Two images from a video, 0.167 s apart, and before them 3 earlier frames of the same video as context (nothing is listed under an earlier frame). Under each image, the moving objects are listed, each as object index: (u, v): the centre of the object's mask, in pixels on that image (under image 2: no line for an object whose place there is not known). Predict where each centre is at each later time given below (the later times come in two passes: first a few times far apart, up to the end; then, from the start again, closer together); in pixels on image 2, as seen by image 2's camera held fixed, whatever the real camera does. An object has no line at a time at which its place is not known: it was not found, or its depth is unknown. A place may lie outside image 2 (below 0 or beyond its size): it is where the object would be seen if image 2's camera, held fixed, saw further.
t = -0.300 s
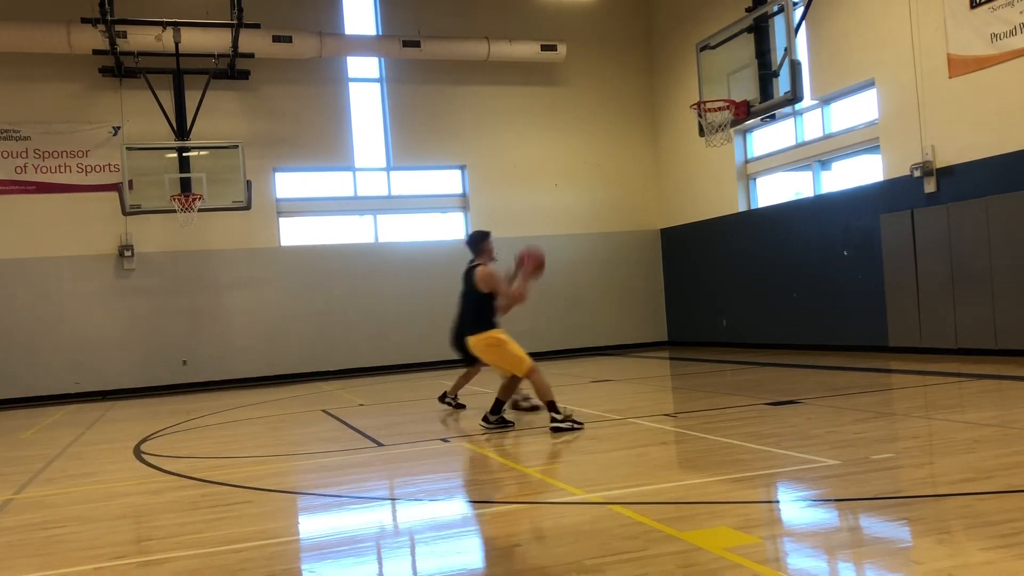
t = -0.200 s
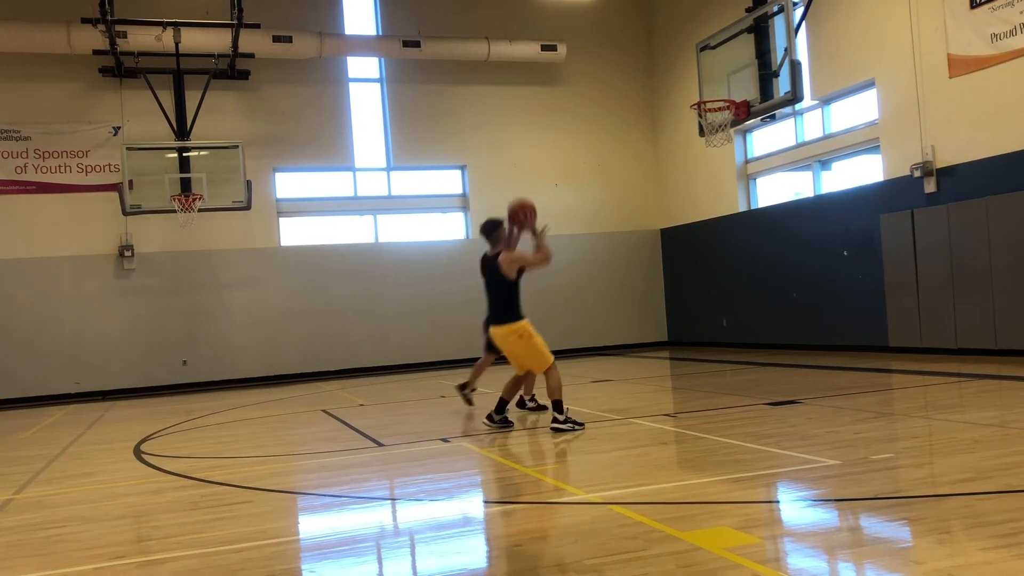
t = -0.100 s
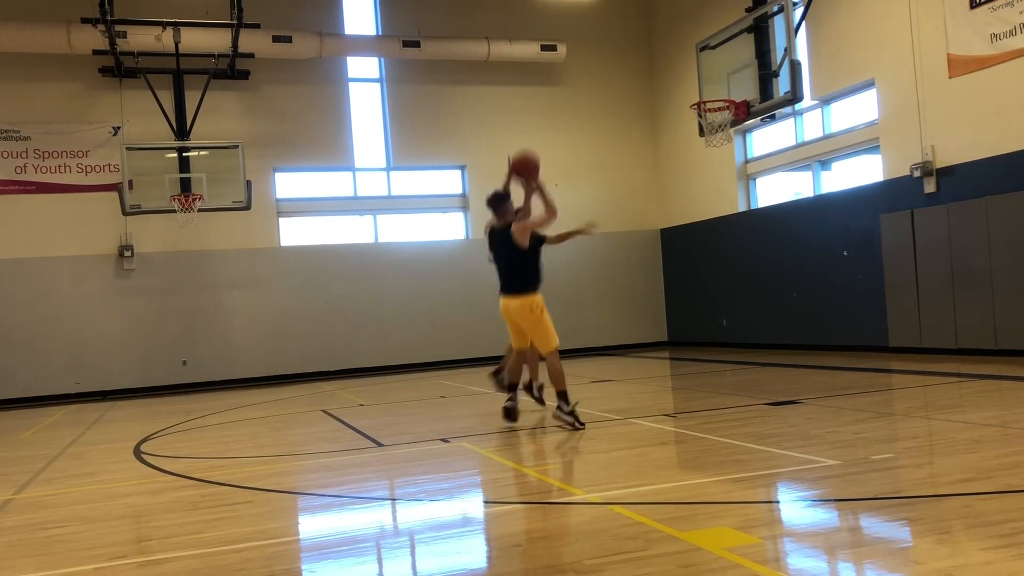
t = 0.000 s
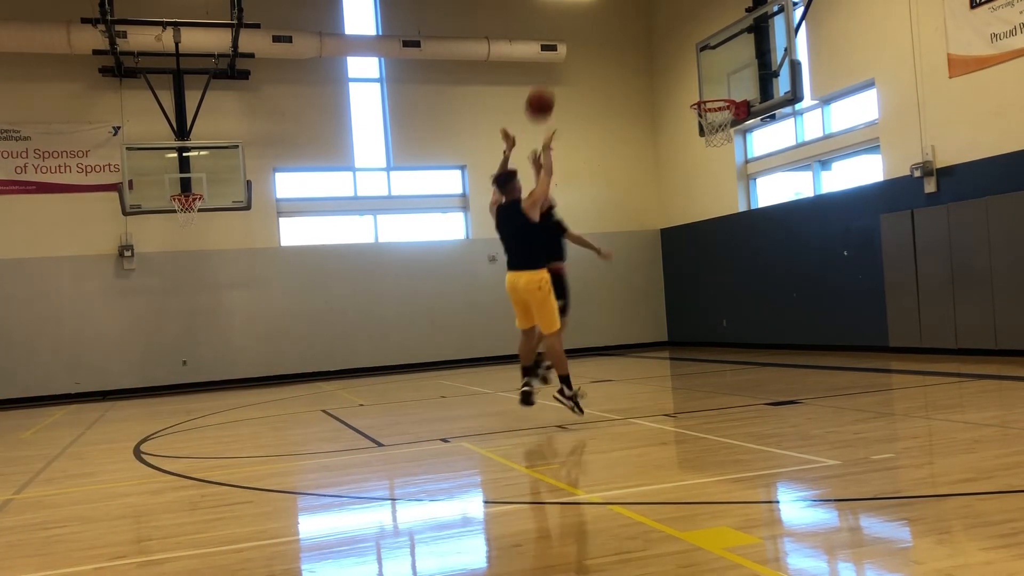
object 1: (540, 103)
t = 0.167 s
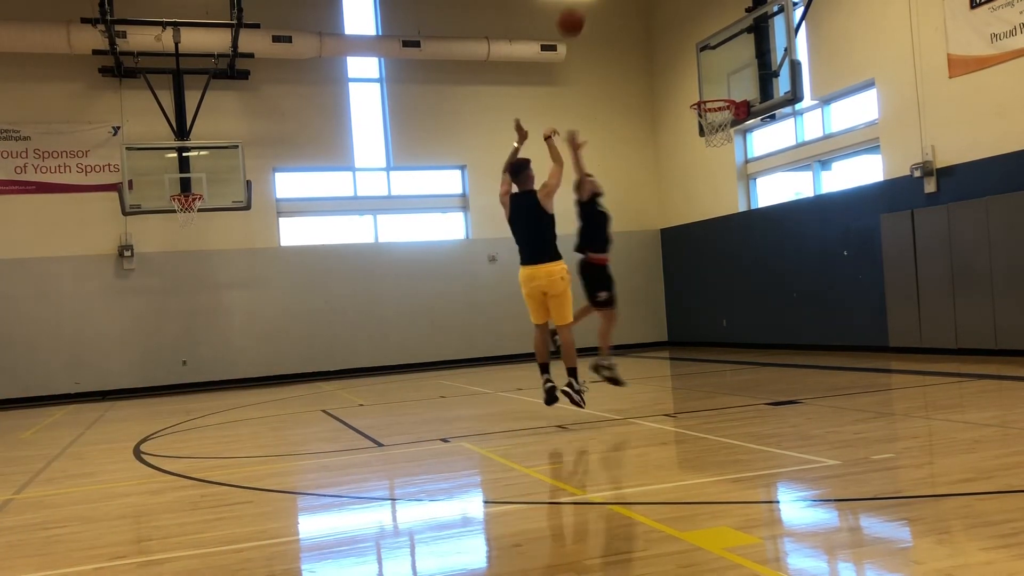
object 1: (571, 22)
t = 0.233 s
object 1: (583, 6)
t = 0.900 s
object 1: (690, 43)
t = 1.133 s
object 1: (715, 69)
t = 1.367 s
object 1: (728, 18)
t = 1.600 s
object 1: (745, 15)
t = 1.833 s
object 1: (767, 62)
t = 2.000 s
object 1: (779, 119)
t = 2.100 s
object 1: (782, 160)
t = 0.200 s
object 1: (576, 11)
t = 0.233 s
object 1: (583, 6)
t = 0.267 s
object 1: (589, 2)
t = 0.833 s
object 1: (680, 21)
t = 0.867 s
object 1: (685, 31)
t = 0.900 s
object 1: (690, 43)
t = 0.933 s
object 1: (694, 56)
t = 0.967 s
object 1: (700, 69)
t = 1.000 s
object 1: (705, 81)
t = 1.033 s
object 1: (710, 93)
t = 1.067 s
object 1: (712, 91)
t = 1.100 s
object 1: (714, 79)
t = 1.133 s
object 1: (715, 69)
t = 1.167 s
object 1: (717, 59)
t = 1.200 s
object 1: (718, 50)
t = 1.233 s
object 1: (720, 42)
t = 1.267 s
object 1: (722, 34)
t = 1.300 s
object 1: (724, 28)
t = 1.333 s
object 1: (726, 22)
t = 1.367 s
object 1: (728, 18)
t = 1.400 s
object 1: (731, 14)
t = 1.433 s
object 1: (733, 12)
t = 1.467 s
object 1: (735, 11)
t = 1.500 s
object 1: (738, 10)
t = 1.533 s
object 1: (740, 11)
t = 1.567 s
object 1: (743, 12)
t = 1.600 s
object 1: (745, 15)
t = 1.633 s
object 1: (749, 19)
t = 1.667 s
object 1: (751, 23)
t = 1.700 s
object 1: (754, 29)
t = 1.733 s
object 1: (756, 35)
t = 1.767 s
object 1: (760, 43)
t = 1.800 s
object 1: (763, 52)
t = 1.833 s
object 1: (767, 62)
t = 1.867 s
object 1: (770, 73)
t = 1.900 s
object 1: (773, 84)
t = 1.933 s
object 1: (777, 98)
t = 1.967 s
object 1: (778, 108)
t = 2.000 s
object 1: (779, 119)
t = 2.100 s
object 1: (782, 160)
